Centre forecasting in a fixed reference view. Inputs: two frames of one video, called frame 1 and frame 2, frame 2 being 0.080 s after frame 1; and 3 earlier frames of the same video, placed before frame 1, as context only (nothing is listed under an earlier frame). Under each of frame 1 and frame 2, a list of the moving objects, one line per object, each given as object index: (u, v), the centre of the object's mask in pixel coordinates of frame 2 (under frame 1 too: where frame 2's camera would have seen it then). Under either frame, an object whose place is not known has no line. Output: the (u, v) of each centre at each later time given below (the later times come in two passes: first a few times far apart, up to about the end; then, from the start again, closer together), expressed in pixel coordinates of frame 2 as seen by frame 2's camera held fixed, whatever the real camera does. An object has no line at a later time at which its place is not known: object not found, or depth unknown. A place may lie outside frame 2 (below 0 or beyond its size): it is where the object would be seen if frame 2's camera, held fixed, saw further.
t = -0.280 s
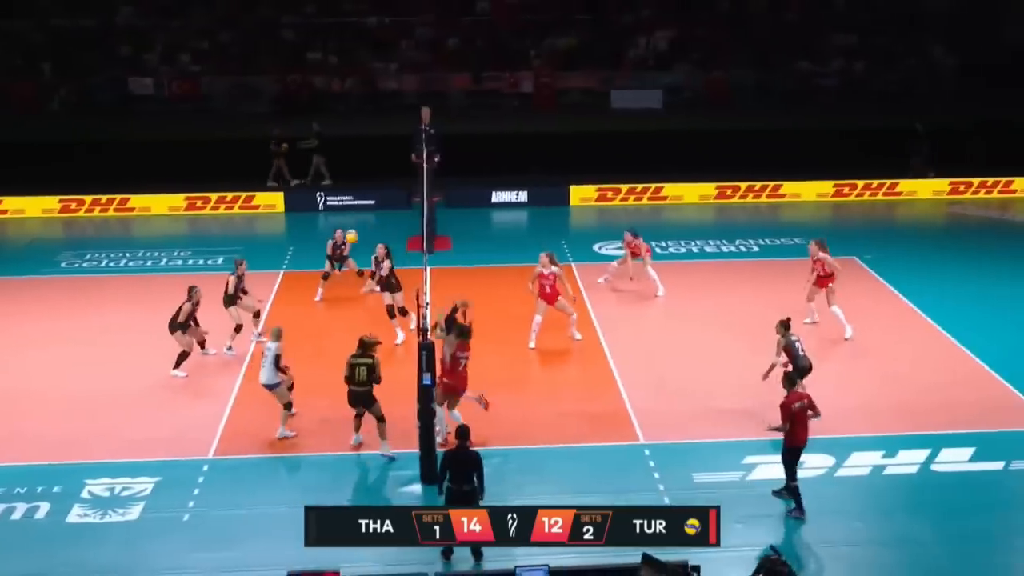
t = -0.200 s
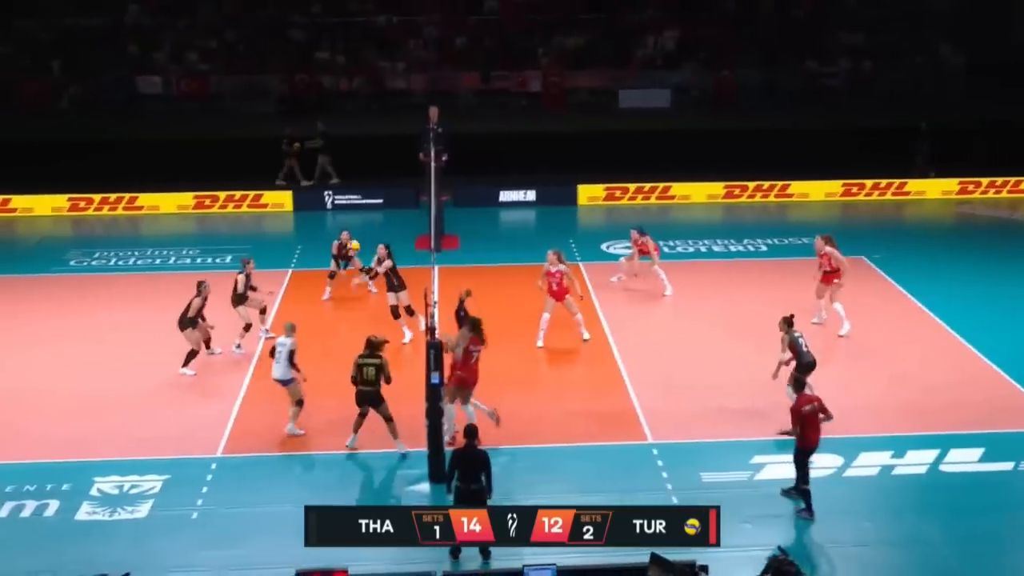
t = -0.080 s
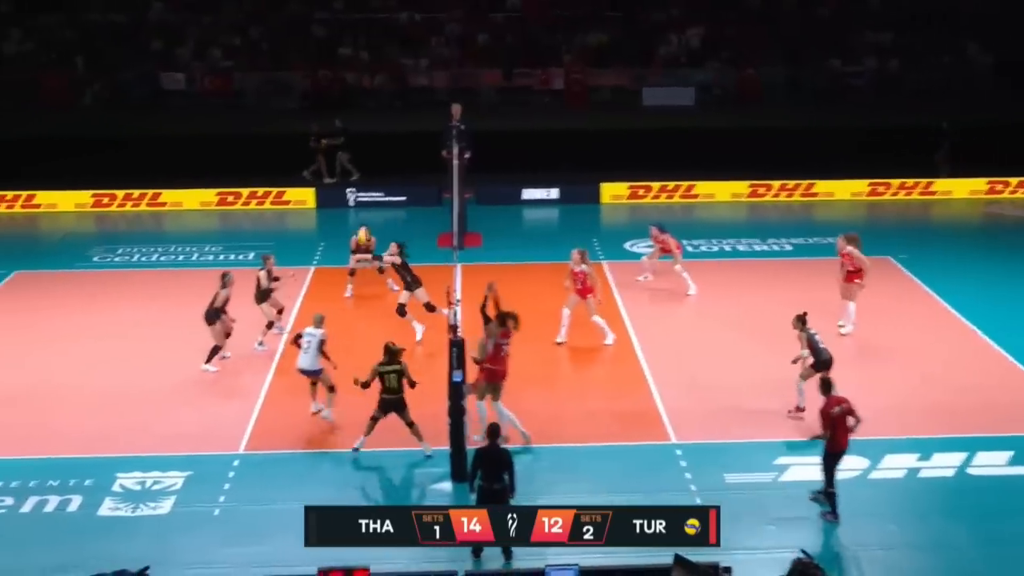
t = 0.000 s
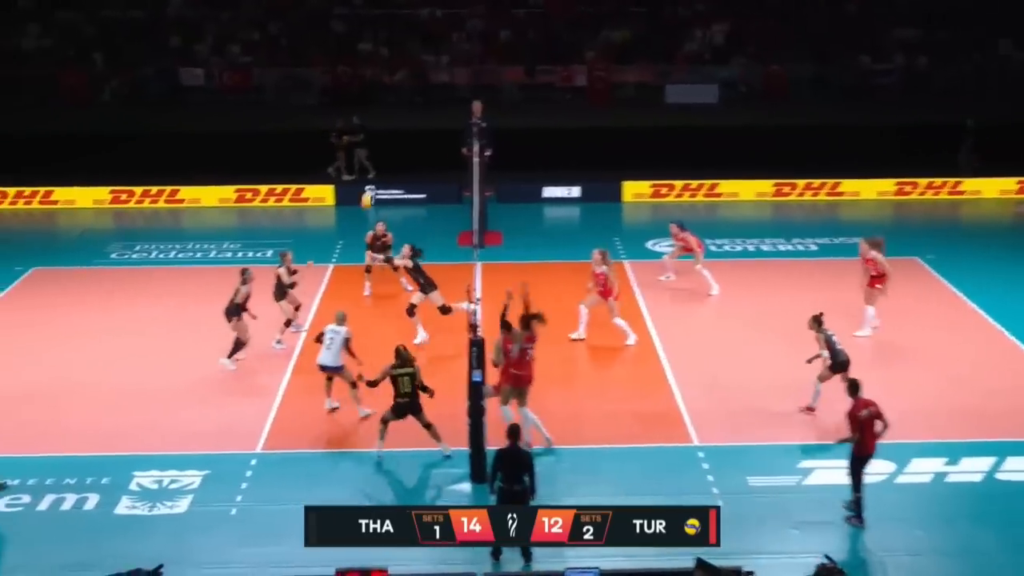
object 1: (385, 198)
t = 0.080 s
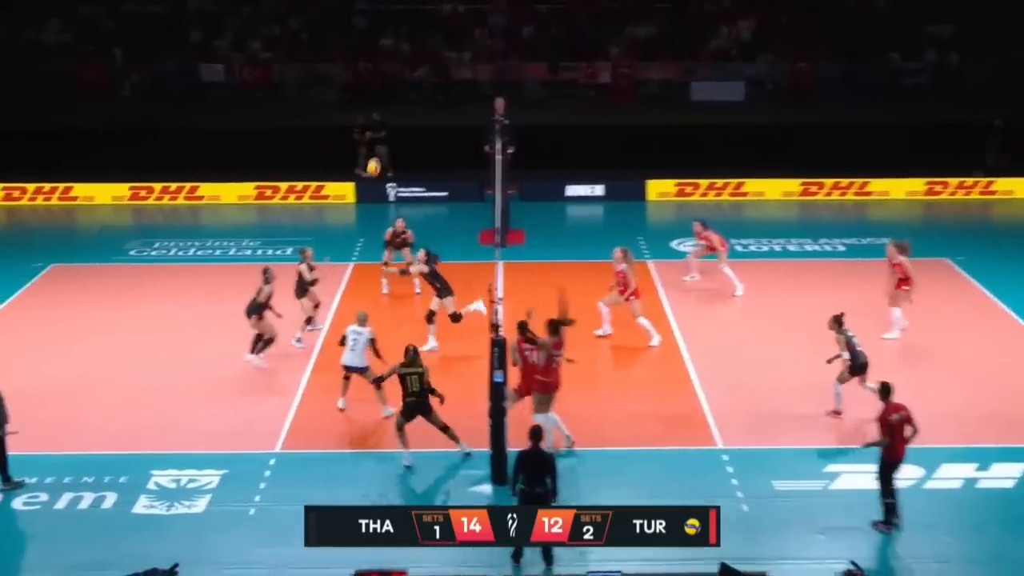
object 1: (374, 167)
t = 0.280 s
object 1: (341, 101)
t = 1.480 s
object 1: (147, 232)
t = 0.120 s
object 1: (367, 152)
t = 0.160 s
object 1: (360, 138)
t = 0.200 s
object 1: (354, 126)
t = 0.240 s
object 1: (347, 113)
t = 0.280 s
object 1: (341, 101)
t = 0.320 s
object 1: (335, 90)
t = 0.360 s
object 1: (328, 80)
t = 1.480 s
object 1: (147, 232)
